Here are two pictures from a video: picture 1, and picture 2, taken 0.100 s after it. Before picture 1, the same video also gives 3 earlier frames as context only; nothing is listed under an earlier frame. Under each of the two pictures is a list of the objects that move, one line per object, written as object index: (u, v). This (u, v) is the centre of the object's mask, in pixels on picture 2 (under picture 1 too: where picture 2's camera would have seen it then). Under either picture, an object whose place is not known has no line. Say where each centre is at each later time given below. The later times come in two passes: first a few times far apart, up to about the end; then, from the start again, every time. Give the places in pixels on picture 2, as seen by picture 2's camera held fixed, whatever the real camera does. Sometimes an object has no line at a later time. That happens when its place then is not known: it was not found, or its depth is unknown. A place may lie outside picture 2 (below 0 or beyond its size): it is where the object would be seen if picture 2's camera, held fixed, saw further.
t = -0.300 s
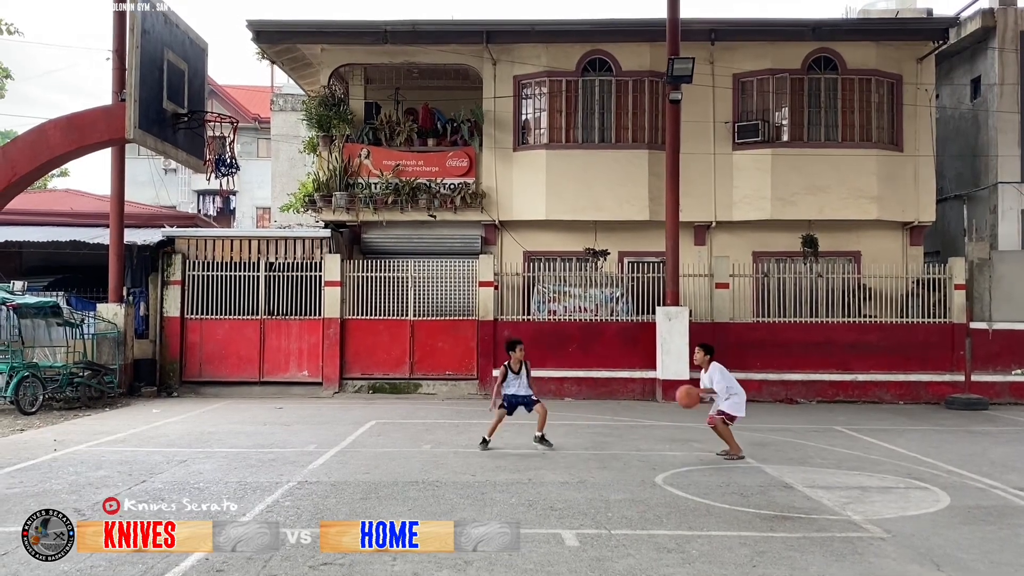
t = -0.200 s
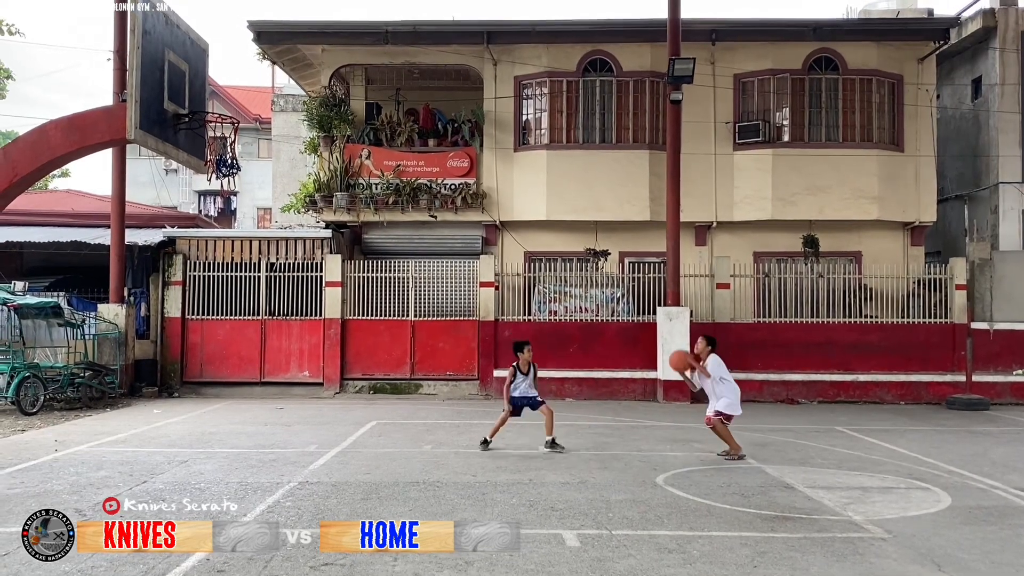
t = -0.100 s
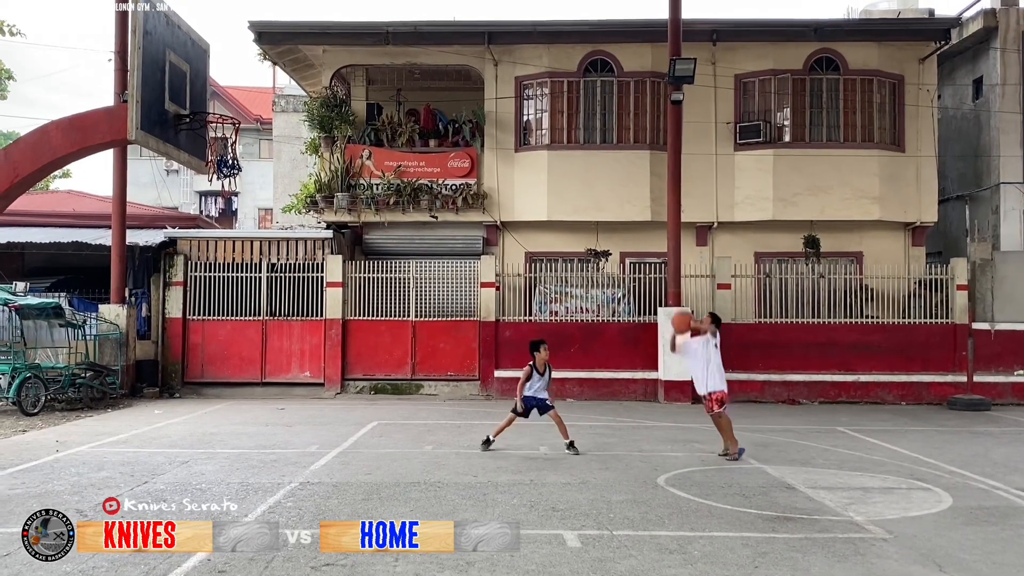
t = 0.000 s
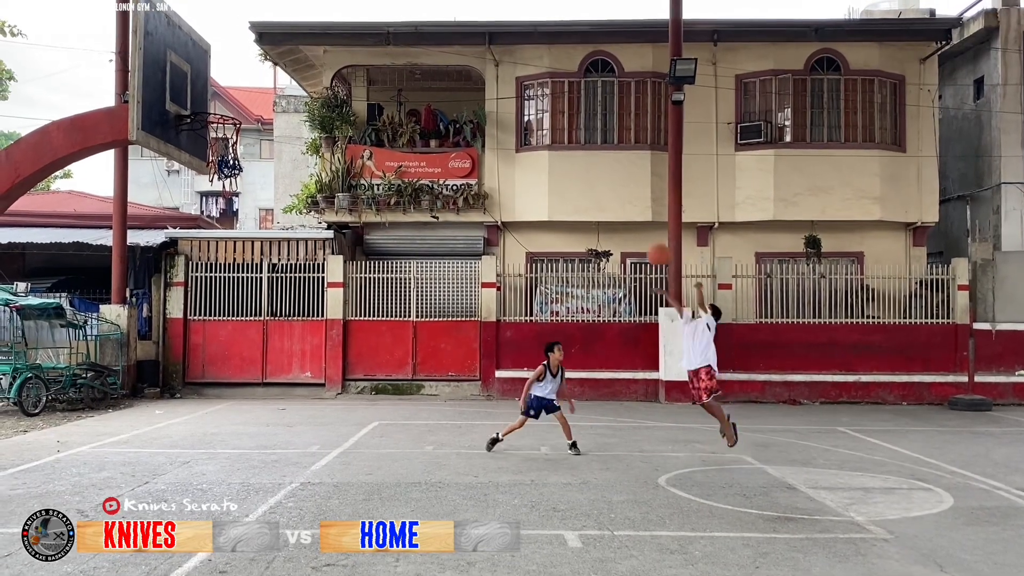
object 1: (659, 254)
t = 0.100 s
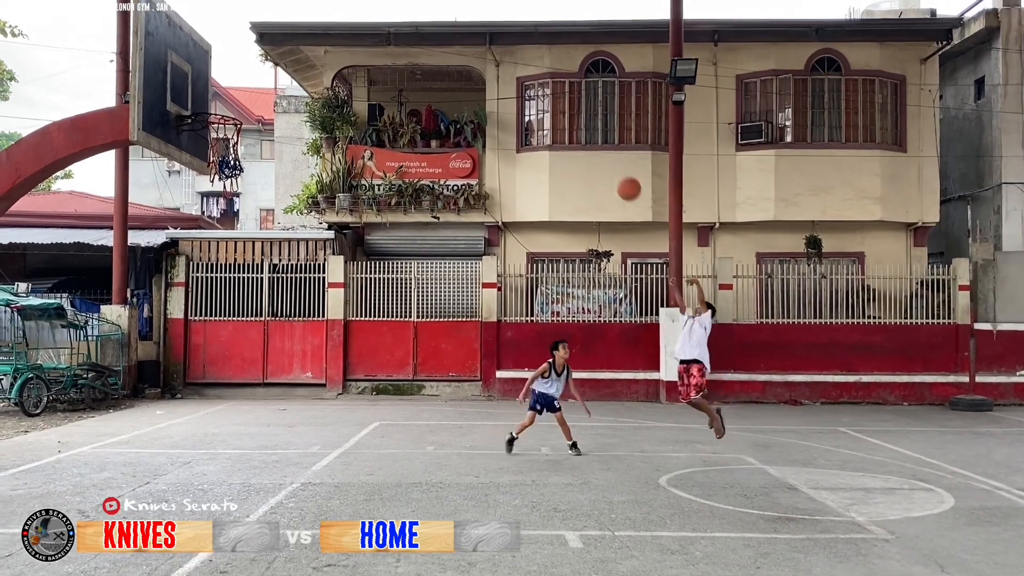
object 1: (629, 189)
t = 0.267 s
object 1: (578, 99)
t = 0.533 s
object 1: (493, 10)
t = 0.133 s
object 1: (619, 169)
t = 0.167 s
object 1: (608, 151)
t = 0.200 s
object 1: (598, 132)
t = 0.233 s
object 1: (588, 115)
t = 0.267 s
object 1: (578, 99)
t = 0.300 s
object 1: (567, 84)
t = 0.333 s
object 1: (557, 71)
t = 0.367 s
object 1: (547, 58)
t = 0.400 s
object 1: (536, 45)
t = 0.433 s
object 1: (525, 36)
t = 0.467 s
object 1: (515, 26)
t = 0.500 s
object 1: (505, 17)
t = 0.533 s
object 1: (493, 10)
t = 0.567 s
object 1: (482, 6)
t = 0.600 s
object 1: (471, 4)
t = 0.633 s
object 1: (460, 2)
